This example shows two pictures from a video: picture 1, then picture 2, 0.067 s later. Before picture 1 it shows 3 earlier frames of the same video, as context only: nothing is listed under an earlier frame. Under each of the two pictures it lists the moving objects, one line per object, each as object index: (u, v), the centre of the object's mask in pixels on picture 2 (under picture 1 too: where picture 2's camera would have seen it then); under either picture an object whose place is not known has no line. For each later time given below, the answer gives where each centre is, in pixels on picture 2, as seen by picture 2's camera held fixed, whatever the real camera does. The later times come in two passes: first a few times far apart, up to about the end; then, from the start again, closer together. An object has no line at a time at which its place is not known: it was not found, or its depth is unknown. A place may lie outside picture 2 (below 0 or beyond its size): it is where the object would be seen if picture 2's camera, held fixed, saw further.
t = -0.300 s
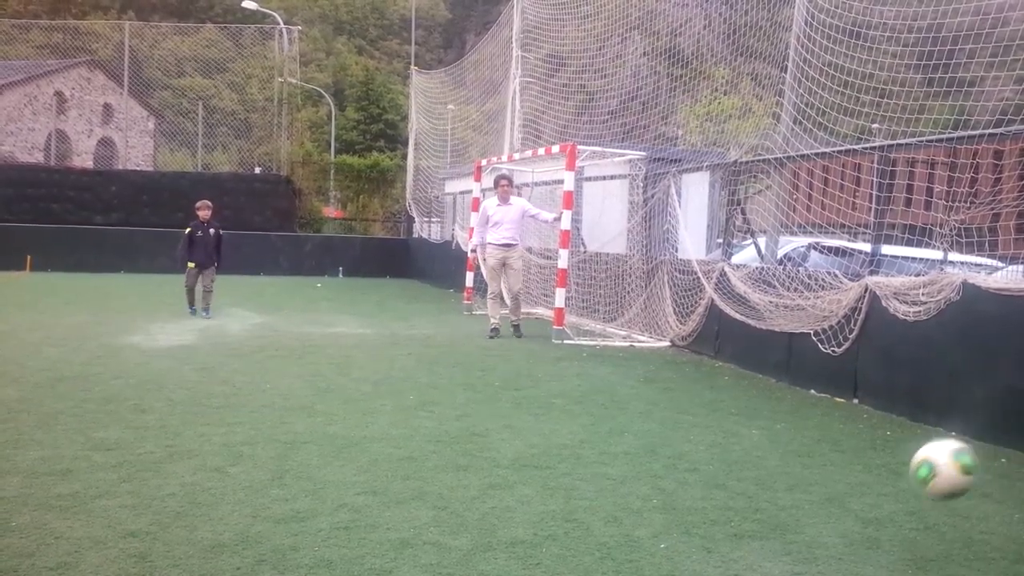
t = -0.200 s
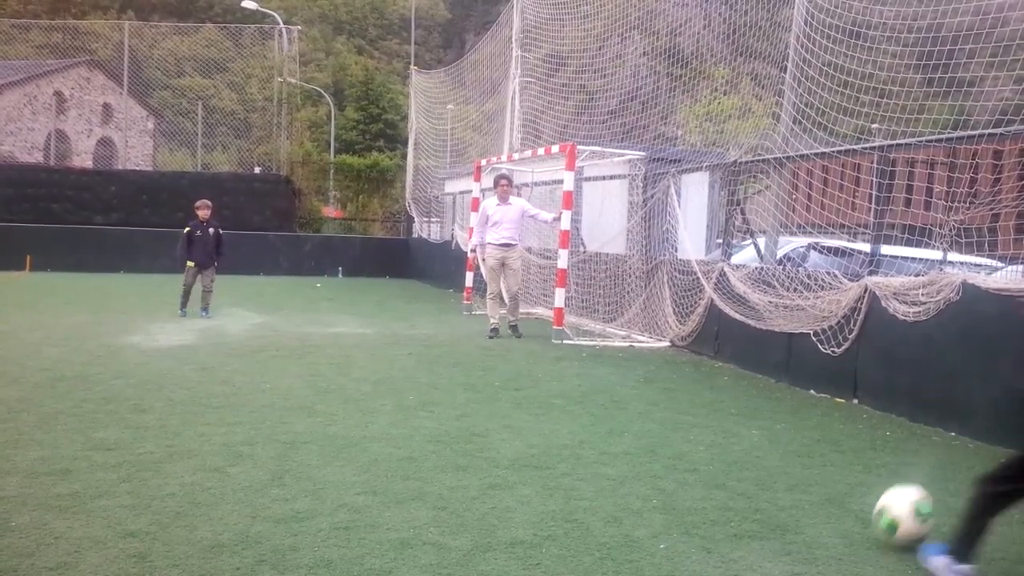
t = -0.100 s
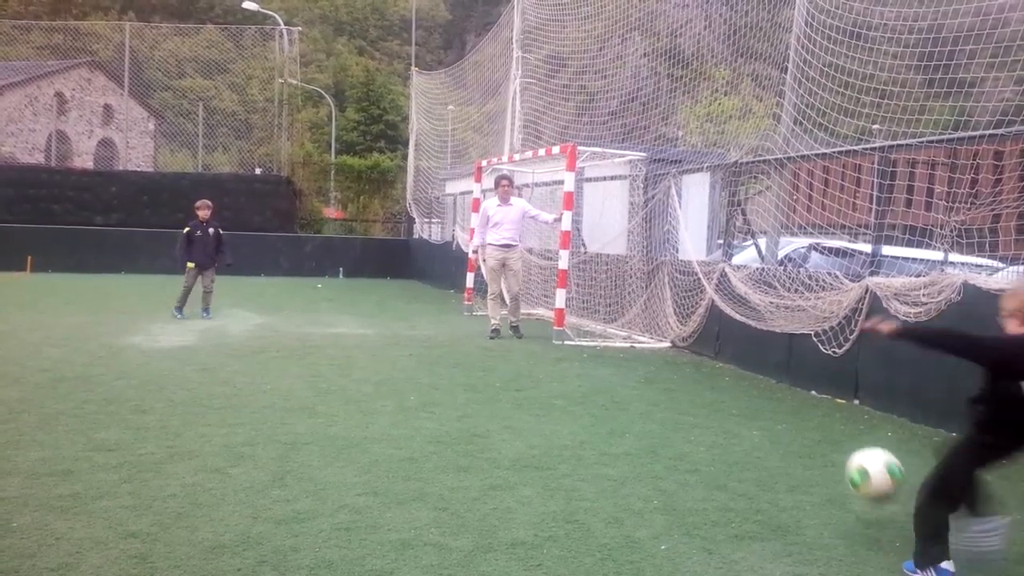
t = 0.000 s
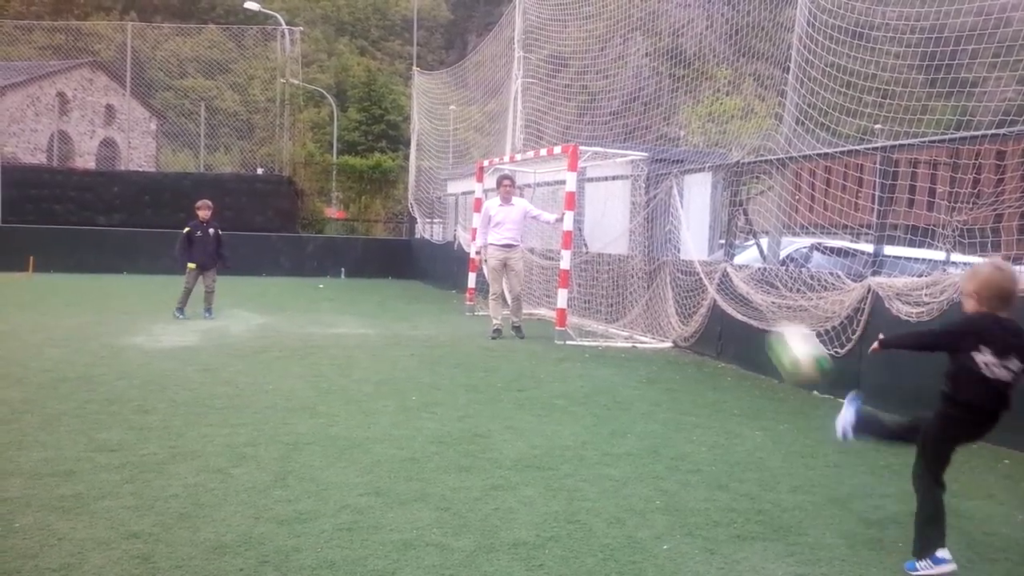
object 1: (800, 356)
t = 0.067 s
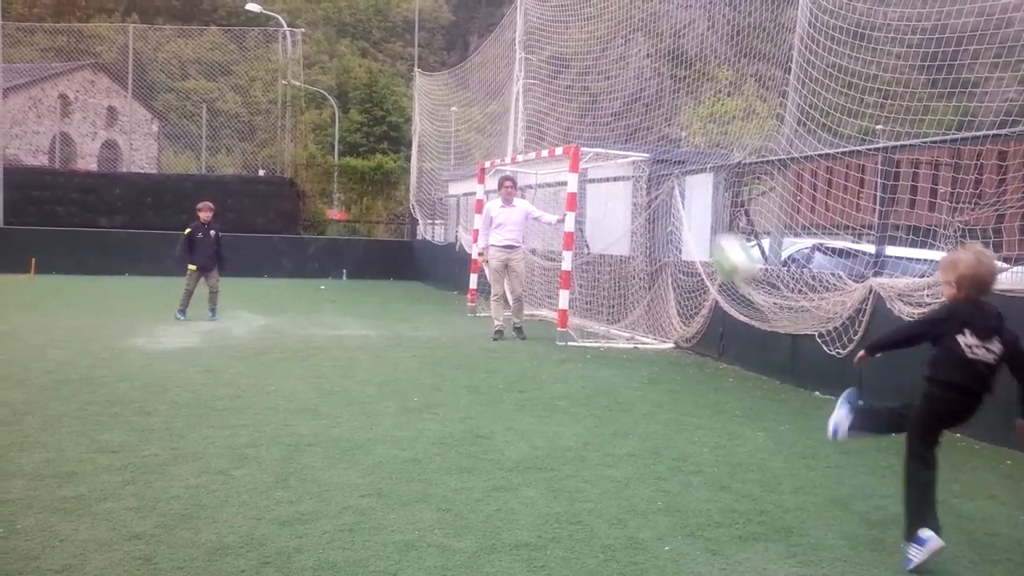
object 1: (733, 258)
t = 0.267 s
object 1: (594, 93)
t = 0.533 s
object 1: (477, 27)
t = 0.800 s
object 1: (401, 58)
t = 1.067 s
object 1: (348, 139)
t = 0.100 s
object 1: (707, 221)
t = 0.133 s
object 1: (678, 188)
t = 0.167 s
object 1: (657, 159)
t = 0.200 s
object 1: (633, 134)
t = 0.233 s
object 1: (613, 112)
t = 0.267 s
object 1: (594, 93)
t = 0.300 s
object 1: (576, 76)
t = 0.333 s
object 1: (559, 64)
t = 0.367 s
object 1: (543, 52)
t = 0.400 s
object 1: (529, 44)
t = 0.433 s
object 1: (515, 37)
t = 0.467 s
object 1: (501, 33)
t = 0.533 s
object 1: (477, 27)
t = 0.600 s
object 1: (455, 29)
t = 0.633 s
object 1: (445, 31)
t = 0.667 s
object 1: (435, 35)
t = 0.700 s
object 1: (427, 39)
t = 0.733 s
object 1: (417, 45)
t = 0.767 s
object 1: (409, 50)
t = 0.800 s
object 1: (401, 58)
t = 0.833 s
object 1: (394, 66)
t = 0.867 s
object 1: (386, 74)
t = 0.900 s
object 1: (379, 83)
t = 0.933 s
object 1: (372, 94)
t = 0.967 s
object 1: (366, 105)
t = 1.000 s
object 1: (360, 116)
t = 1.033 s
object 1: (354, 127)
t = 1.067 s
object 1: (348, 139)
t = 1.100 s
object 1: (343, 150)
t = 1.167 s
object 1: (333, 177)
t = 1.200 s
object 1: (328, 192)
